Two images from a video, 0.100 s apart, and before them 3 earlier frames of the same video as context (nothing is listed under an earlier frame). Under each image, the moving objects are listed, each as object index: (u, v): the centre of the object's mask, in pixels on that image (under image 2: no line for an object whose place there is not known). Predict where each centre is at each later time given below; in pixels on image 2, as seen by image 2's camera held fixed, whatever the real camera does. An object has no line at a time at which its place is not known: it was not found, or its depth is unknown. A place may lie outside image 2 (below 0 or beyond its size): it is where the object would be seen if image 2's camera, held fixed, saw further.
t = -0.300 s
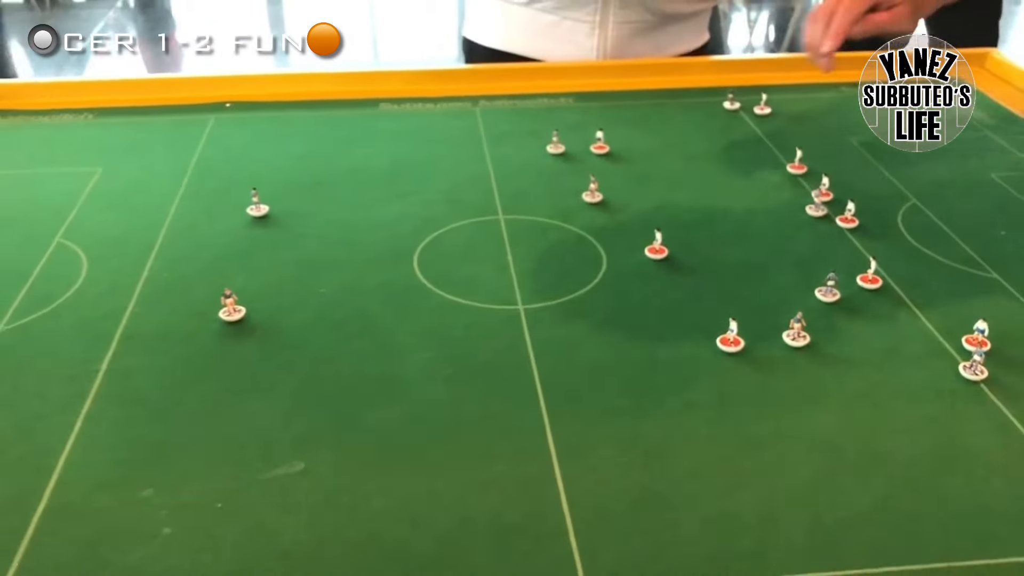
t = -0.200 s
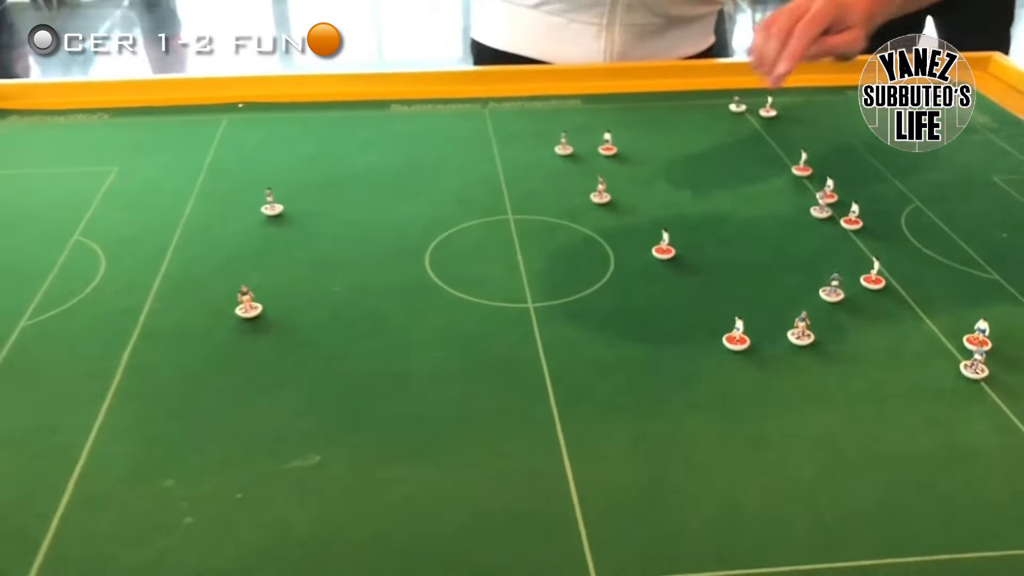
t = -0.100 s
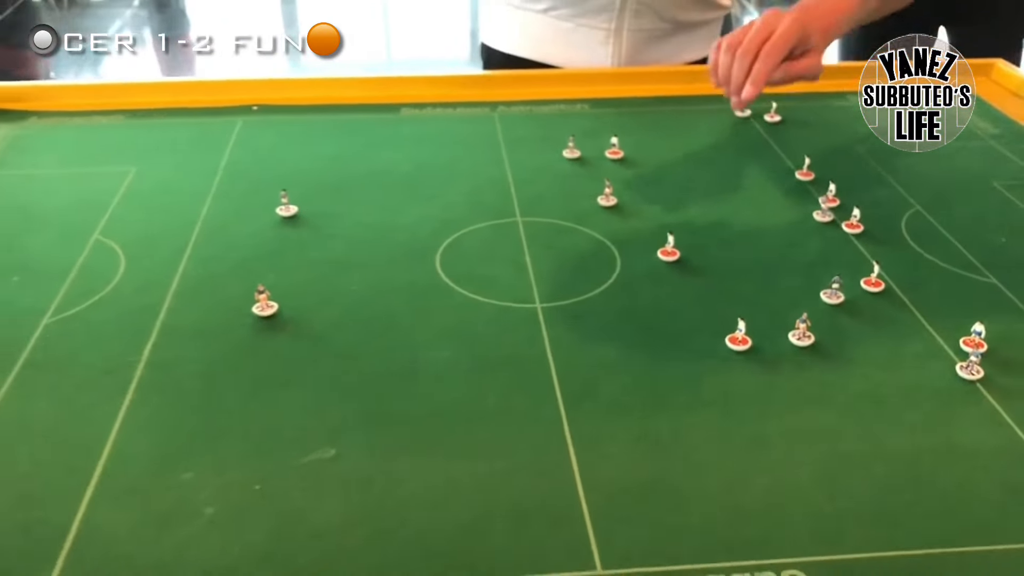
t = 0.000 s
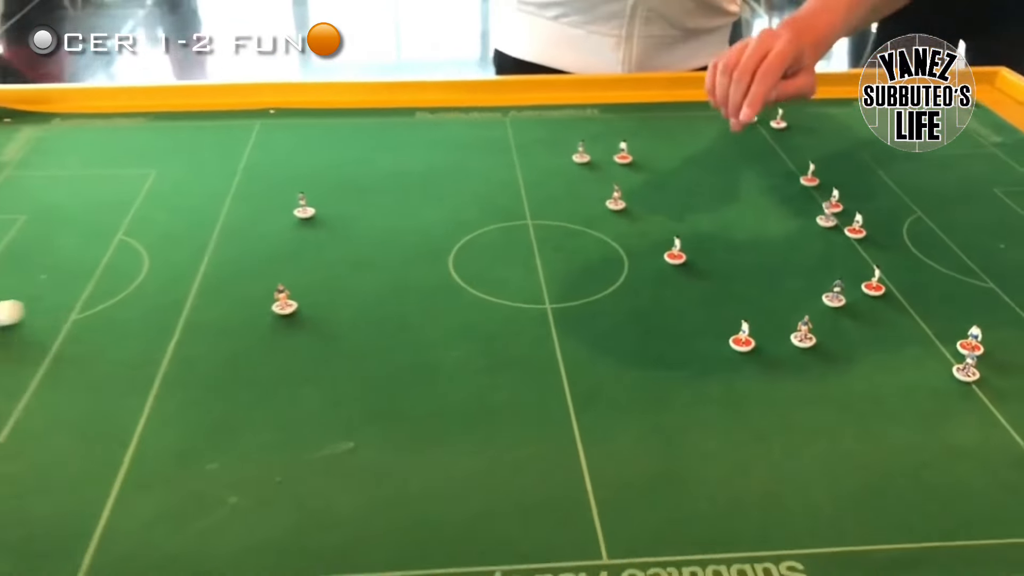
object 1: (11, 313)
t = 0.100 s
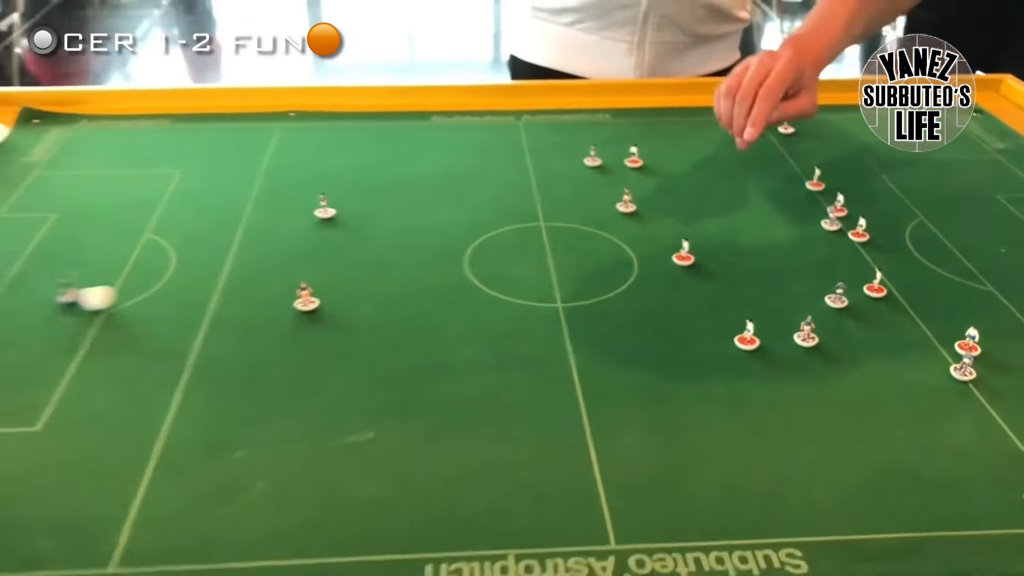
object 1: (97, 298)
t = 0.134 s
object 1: (114, 295)
